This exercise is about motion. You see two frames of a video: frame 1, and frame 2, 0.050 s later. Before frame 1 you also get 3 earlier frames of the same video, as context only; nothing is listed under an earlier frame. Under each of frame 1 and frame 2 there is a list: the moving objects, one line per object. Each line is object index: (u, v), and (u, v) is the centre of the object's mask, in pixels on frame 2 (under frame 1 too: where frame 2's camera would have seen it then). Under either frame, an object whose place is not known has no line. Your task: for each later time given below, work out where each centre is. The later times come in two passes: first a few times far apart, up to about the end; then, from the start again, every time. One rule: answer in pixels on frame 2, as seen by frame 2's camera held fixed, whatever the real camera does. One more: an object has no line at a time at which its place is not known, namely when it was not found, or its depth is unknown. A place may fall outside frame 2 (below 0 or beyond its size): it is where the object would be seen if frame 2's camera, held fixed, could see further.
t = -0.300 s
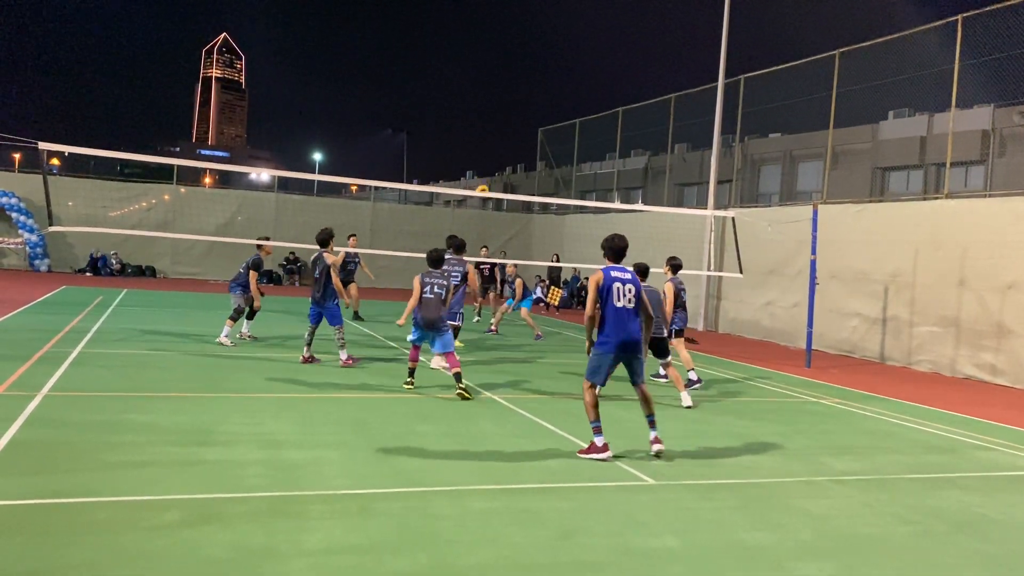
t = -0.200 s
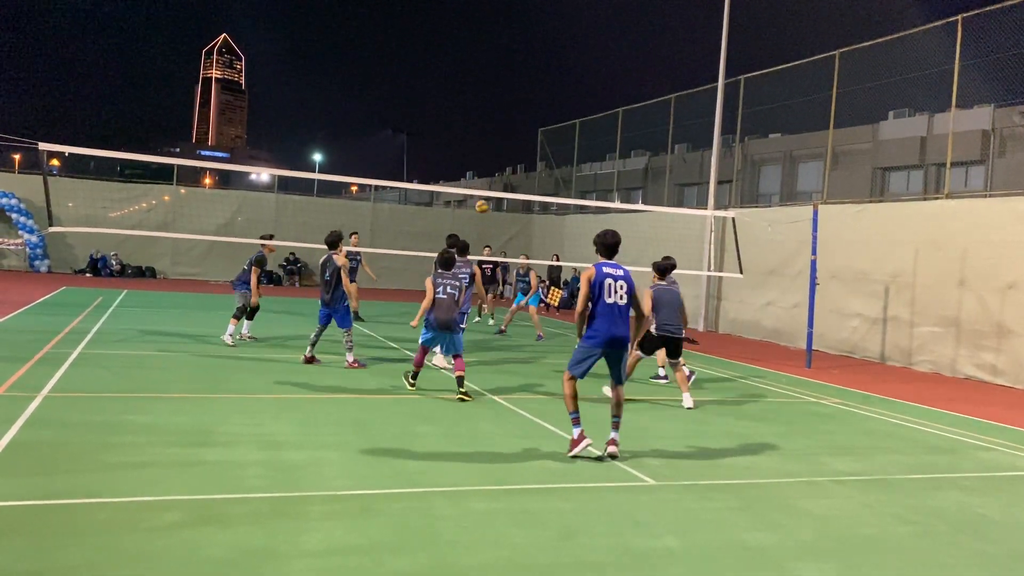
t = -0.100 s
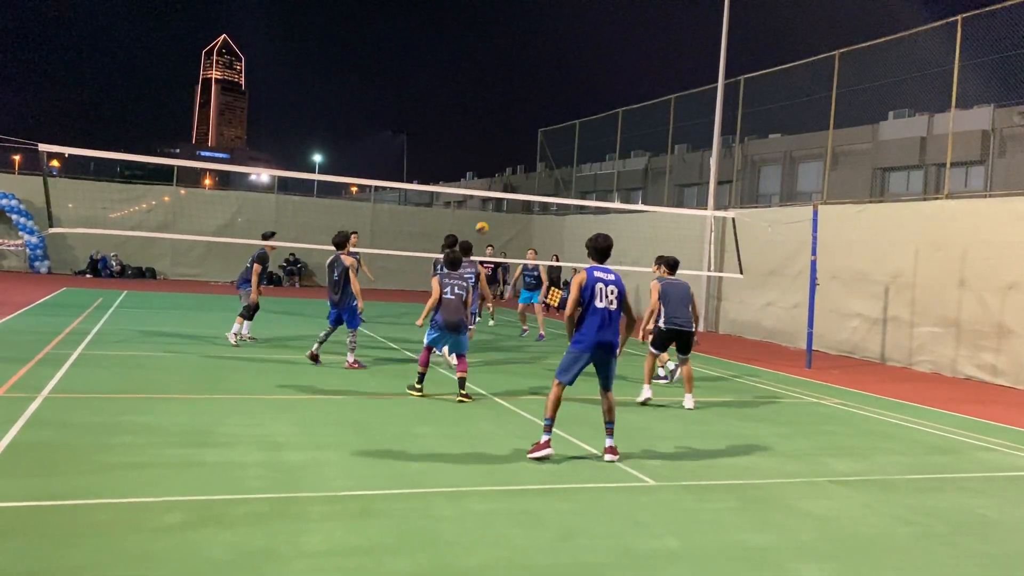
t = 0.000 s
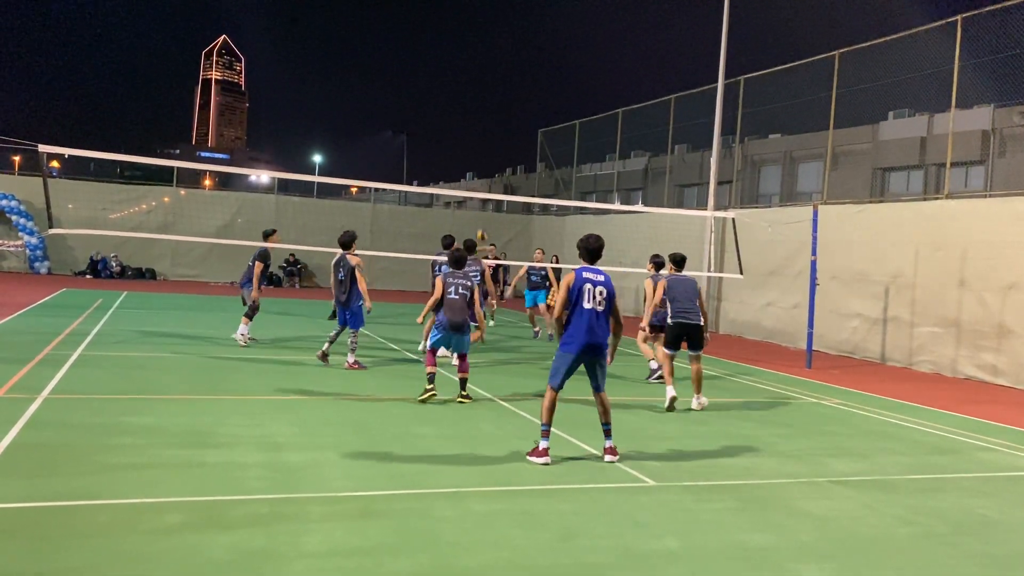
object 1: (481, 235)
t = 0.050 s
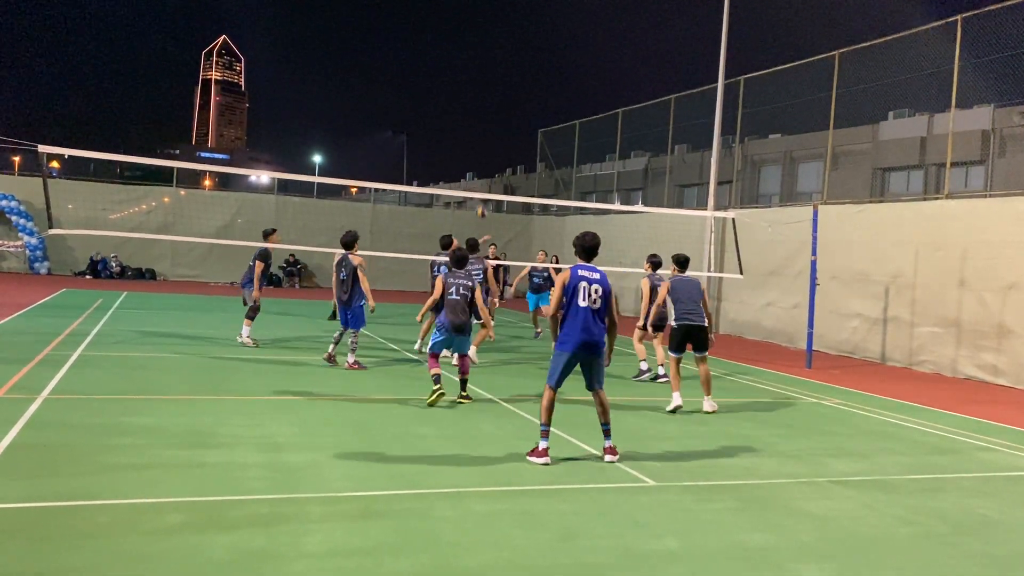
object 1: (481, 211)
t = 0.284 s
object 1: (481, 124)
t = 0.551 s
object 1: (480, 64)
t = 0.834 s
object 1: (475, 52)
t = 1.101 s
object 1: (468, 87)
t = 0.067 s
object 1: (482, 205)
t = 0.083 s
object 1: (483, 201)
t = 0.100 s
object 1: (482, 187)
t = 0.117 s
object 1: (482, 182)
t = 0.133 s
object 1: (482, 175)
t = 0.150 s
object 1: (482, 169)
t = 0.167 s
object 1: (482, 163)
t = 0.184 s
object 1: (482, 157)
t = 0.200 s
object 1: (482, 151)
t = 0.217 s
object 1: (482, 145)
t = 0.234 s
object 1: (481, 139)
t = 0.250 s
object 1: (482, 134)
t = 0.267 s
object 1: (481, 129)
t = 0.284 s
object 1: (481, 124)
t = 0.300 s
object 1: (481, 118)
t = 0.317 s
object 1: (481, 113)
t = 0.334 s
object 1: (481, 109)
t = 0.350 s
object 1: (481, 104)
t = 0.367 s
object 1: (481, 100)
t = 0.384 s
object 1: (481, 96)
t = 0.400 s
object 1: (481, 92)
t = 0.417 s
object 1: (481, 88)
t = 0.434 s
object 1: (481, 85)
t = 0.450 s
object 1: (480, 81)
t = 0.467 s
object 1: (481, 78)
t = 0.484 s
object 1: (480, 75)
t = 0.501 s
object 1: (480, 72)
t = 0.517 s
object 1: (480, 69)
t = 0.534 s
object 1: (480, 67)
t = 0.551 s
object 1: (480, 64)
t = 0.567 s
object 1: (479, 62)
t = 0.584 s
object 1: (479, 60)
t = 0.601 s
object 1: (479, 58)
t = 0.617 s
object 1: (479, 57)
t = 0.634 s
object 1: (478, 55)
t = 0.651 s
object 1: (478, 54)
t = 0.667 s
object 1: (478, 53)
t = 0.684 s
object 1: (478, 52)
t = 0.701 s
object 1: (478, 51)
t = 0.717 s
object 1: (477, 51)
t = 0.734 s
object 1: (477, 50)
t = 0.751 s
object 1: (477, 50)
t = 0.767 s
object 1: (477, 50)
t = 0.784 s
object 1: (476, 50)
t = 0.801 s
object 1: (476, 50)
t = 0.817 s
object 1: (476, 51)
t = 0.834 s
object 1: (475, 52)
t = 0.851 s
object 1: (475, 52)
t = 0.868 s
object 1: (474, 53)
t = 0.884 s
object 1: (474, 55)
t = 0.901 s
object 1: (474, 56)
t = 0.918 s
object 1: (473, 58)
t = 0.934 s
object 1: (473, 59)
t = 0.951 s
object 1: (472, 62)
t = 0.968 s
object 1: (472, 64)
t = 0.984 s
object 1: (472, 66)
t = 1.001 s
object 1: (471, 68)
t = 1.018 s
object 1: (471, 71)
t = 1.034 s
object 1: (470, 74)
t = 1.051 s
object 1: (470, 77)
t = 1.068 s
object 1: (469, 80)
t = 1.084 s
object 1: (469, 84)
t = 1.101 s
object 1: (468, 87)
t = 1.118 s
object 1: (468, 91)
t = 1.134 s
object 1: (467, 95)
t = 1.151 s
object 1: (467, 99)
